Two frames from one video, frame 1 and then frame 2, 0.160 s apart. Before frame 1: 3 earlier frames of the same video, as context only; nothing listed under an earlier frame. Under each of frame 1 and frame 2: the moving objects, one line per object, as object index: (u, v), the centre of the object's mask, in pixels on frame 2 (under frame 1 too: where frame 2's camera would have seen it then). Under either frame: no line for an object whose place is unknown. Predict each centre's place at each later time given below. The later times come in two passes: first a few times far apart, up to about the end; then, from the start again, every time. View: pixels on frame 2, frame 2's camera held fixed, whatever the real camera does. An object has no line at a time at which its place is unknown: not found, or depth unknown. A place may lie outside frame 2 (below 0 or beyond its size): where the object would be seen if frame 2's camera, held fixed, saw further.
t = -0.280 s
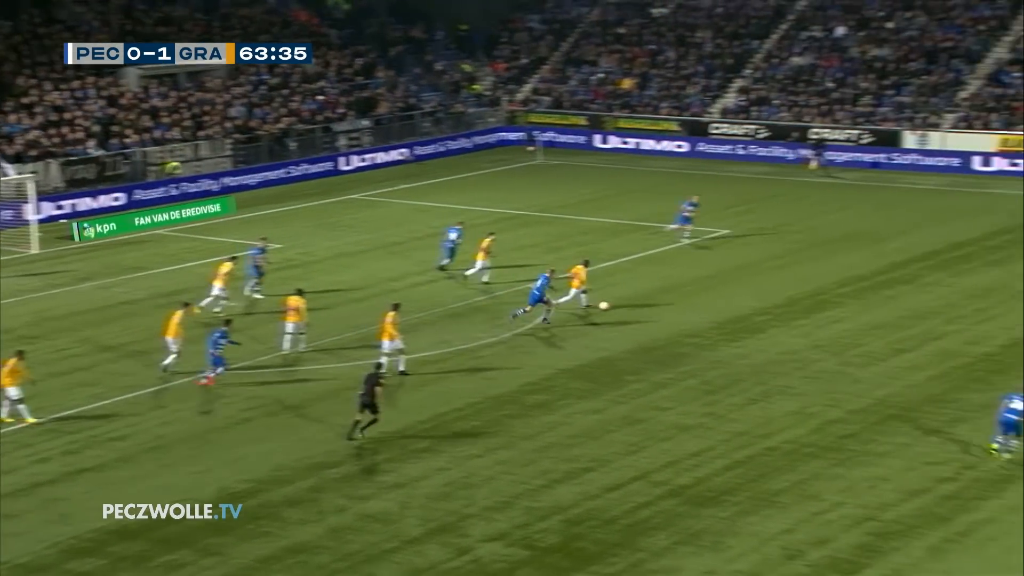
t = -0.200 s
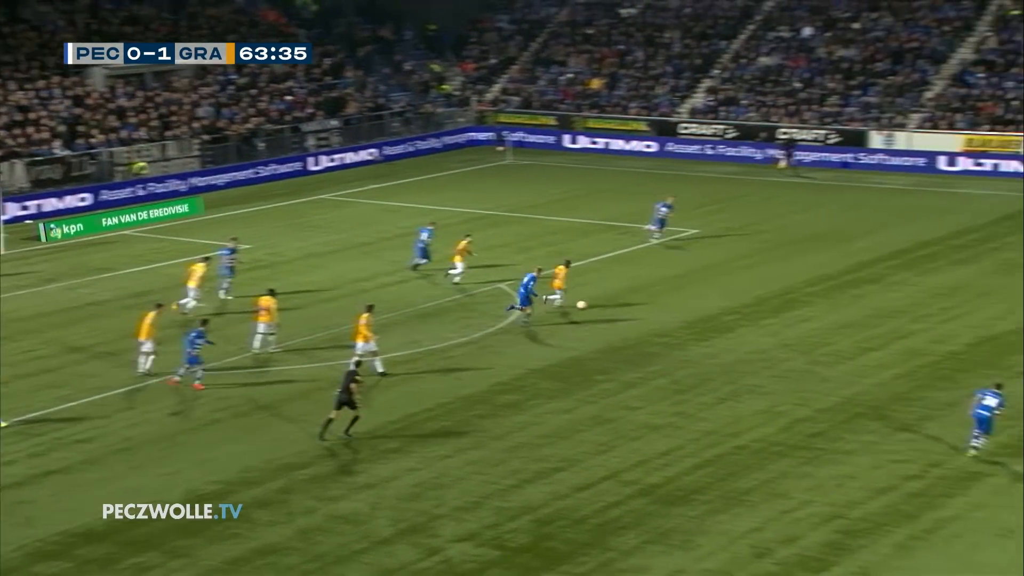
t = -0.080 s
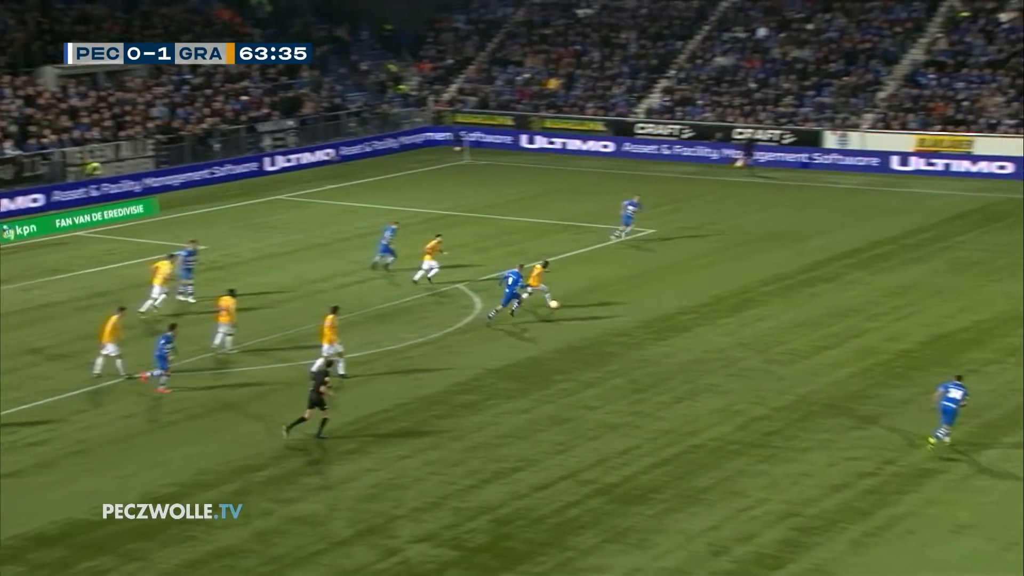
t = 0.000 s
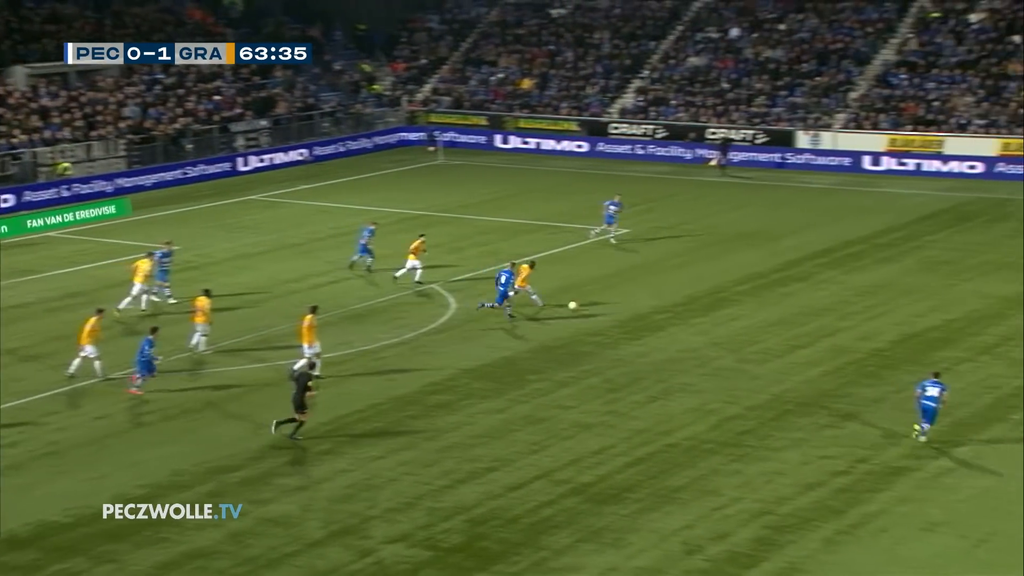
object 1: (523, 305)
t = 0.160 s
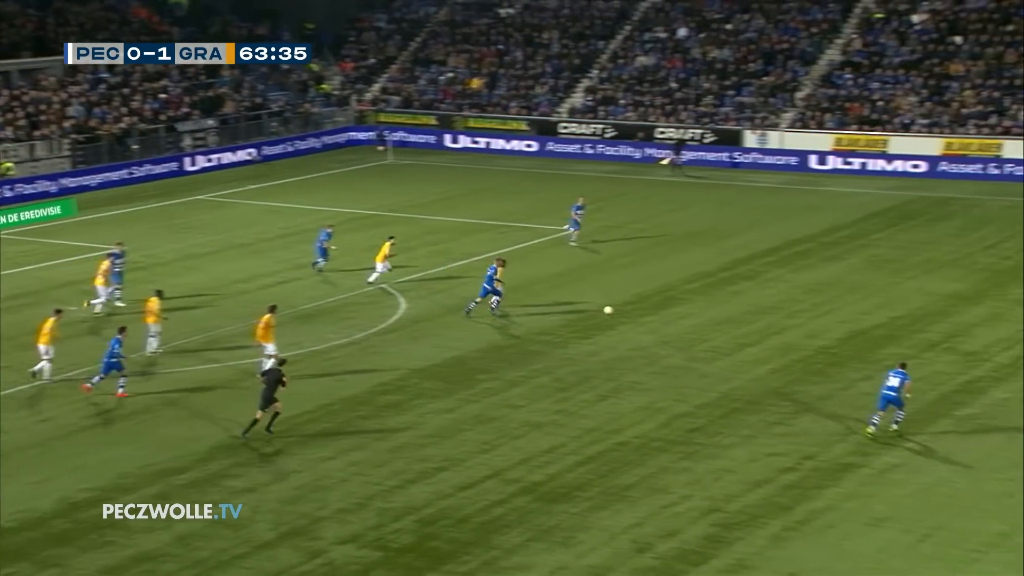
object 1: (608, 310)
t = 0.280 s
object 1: (668, 314)
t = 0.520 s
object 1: (781, 323)
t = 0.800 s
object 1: (897, 331)
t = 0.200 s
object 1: (628, 311)
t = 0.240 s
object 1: (648, 311)
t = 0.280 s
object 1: (668, 314)
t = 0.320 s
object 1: (688, 316)
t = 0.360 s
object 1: (707, 317)
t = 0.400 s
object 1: (726, 318)
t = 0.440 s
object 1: (744, 319)
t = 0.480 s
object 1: (763, 321)
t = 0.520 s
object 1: (781, 323)
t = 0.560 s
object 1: (798, 323)
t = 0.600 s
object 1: (815, 324)
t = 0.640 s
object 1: (832, 325)
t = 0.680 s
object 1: (849, 328)
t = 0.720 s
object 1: (865, 329)
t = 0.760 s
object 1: (881, 330)
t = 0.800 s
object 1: (897, 331)
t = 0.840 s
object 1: (913, 333)
